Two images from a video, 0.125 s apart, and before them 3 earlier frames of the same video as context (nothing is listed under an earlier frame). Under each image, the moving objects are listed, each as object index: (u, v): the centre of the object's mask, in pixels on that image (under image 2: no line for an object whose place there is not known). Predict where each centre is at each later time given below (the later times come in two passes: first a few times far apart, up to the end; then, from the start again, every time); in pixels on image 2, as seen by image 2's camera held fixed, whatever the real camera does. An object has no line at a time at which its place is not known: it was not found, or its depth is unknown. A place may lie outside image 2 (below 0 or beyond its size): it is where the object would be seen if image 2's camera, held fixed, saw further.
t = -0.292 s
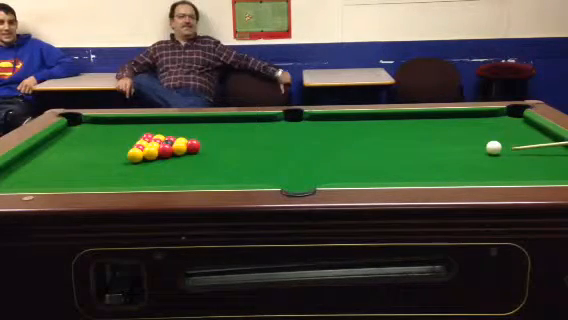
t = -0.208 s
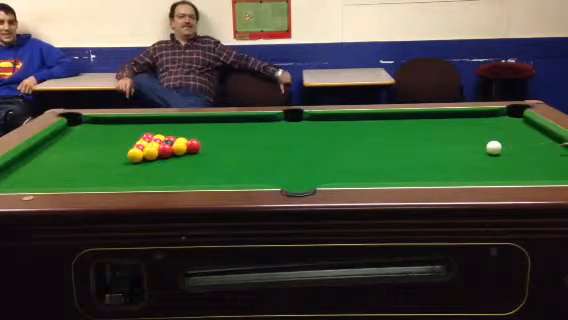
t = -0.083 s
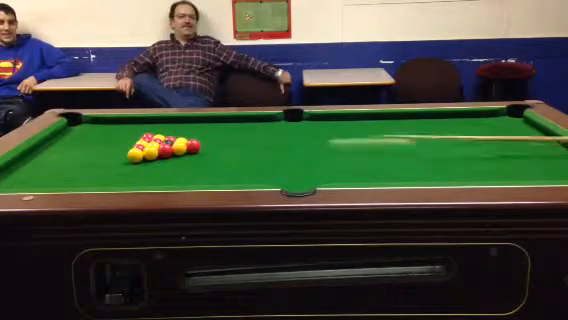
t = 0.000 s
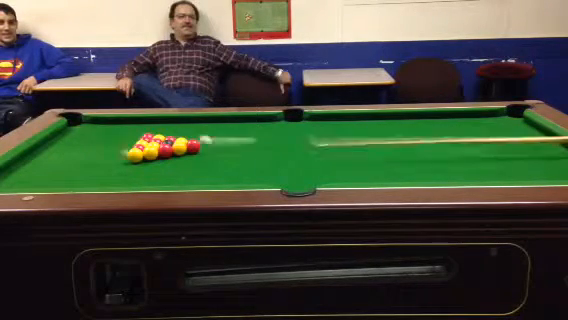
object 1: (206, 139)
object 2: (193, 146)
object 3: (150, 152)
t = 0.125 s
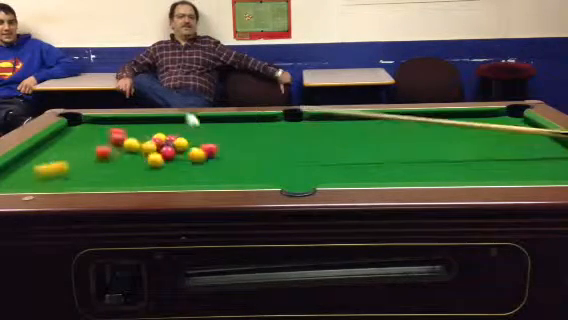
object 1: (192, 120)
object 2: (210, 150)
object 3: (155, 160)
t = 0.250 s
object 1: (141, 132)
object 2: (225, 153)
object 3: (159, 167)
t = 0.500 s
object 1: (68, 151)
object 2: (257, 161)
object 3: (169, 180)
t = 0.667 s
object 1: (101, 152)
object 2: (278, 167)
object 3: (182, 178)
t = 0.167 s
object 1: (181, 120)
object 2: (215, 150)
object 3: (156, 162)
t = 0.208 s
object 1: (162, 125)
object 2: (220, 152)
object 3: (158, 165)
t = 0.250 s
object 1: (141, 132)
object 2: (225, 153)
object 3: (159, 167)
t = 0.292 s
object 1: (123, 134)
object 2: (230, 155)
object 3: (161, 170)
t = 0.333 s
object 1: (95, 140)
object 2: (235, 156)
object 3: (162, 172)
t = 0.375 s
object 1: (69, 143)
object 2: (241, 157)
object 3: (164, 174)
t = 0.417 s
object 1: (45, 144)
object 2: (247, 158)
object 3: (166, 176)
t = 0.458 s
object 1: (54, 148)
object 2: (251, 160)
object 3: (168, 178)
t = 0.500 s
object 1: (68, 151)
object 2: (257, 161)
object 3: (169, 180)
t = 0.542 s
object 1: (83, 152)
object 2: (262, 163)
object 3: (170, 182)
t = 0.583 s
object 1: (95, 153)
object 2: (268, 164)
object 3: (175, 181)
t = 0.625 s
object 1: (99, 152)
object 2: (273, 166)
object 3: (178, 180)
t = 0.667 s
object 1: (101, 152)
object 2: (278, 167)
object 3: (182, 178)
